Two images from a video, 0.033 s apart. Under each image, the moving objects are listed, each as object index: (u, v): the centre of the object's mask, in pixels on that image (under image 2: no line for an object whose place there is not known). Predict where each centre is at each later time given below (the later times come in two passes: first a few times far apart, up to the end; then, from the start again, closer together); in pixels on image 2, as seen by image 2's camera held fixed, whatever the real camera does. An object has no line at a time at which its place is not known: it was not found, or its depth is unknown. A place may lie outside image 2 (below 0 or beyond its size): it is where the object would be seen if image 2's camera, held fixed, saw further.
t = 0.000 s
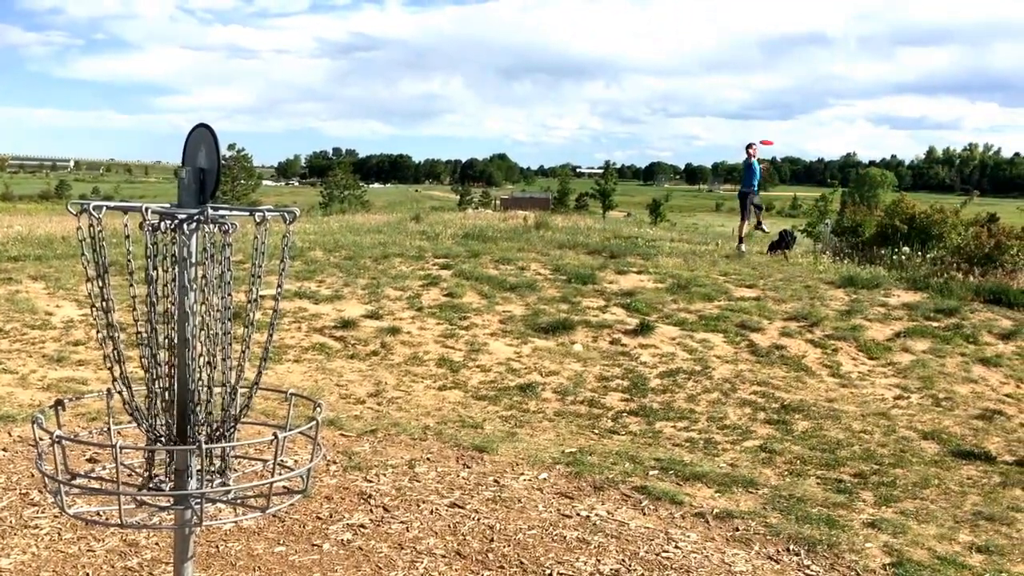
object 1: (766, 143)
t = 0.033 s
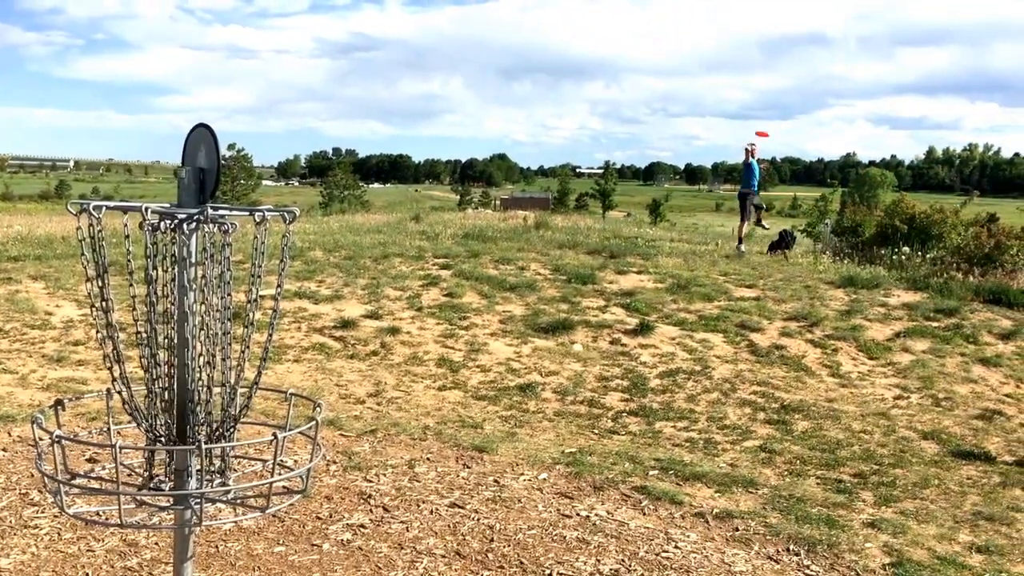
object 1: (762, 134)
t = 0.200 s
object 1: (739, 100)
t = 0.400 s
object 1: (706, 71)
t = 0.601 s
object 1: (666, 52)
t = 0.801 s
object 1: (618, 41)
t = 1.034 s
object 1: (553, 44)
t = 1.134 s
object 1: (523, 54)
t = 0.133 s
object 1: (749, 112)
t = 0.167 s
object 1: (744, 106)
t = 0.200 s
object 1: (739, 100)
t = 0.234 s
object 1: (735, 95)
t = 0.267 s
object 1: (729, 89)
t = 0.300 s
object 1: (723, 84)
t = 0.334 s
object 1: (718, 79)
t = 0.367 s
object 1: (712, 75)
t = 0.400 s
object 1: (706, 71)
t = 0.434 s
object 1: (700, 67)
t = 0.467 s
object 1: (694, 64)
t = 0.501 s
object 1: (688, 60)
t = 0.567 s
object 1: (673, 54)
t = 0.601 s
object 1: (666, 52)
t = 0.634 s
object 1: (659, 49)
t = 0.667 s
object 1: (651, 47)
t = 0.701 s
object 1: (643, 45)
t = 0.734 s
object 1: (635, 44)
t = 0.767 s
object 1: (627, 42)
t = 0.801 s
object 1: (618, 41)
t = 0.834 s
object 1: (610, 41)
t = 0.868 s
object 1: (601, 40)
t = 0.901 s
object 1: (591, 40)
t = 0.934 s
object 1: (582, 41)
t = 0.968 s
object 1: (573, 41)
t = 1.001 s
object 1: (563, 43)
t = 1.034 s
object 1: (553, 44)
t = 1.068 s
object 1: (543, 47)
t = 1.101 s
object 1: (533, 50)
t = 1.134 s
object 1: (523, 54)
